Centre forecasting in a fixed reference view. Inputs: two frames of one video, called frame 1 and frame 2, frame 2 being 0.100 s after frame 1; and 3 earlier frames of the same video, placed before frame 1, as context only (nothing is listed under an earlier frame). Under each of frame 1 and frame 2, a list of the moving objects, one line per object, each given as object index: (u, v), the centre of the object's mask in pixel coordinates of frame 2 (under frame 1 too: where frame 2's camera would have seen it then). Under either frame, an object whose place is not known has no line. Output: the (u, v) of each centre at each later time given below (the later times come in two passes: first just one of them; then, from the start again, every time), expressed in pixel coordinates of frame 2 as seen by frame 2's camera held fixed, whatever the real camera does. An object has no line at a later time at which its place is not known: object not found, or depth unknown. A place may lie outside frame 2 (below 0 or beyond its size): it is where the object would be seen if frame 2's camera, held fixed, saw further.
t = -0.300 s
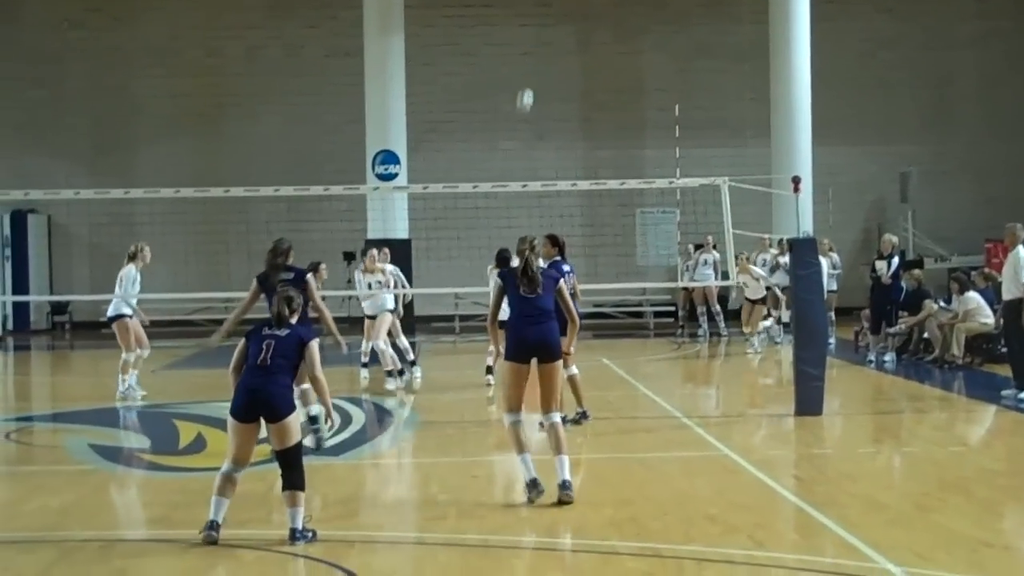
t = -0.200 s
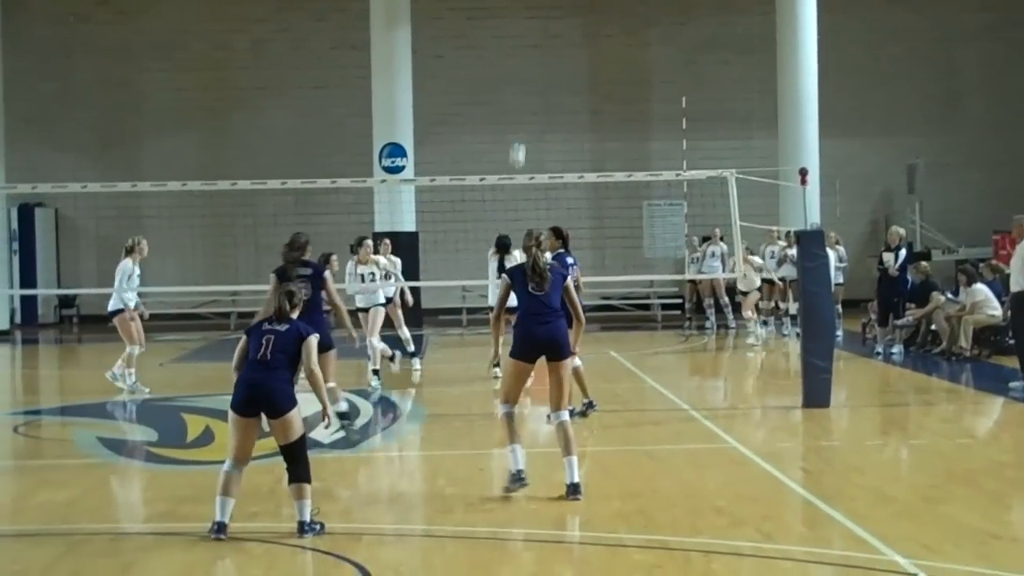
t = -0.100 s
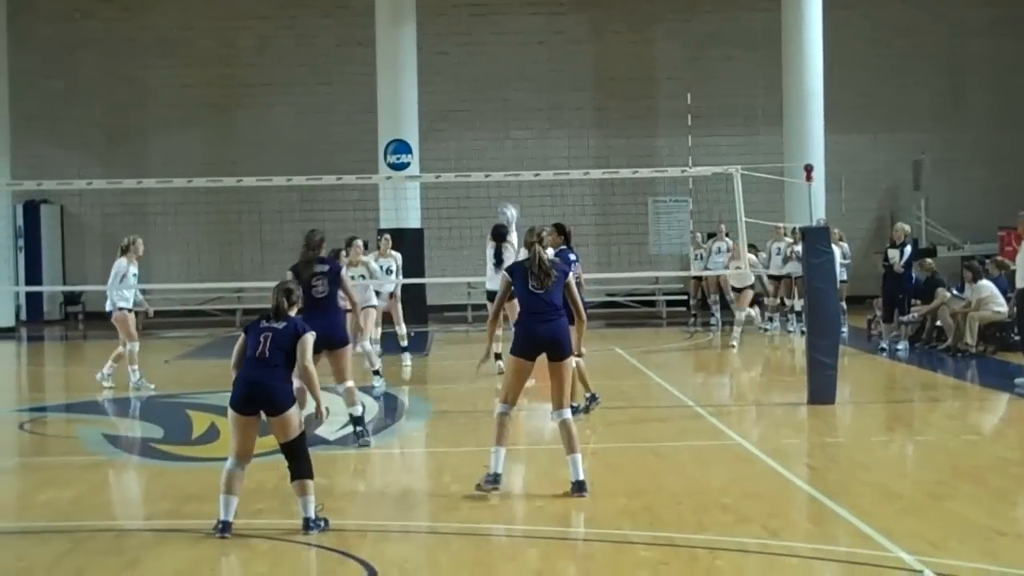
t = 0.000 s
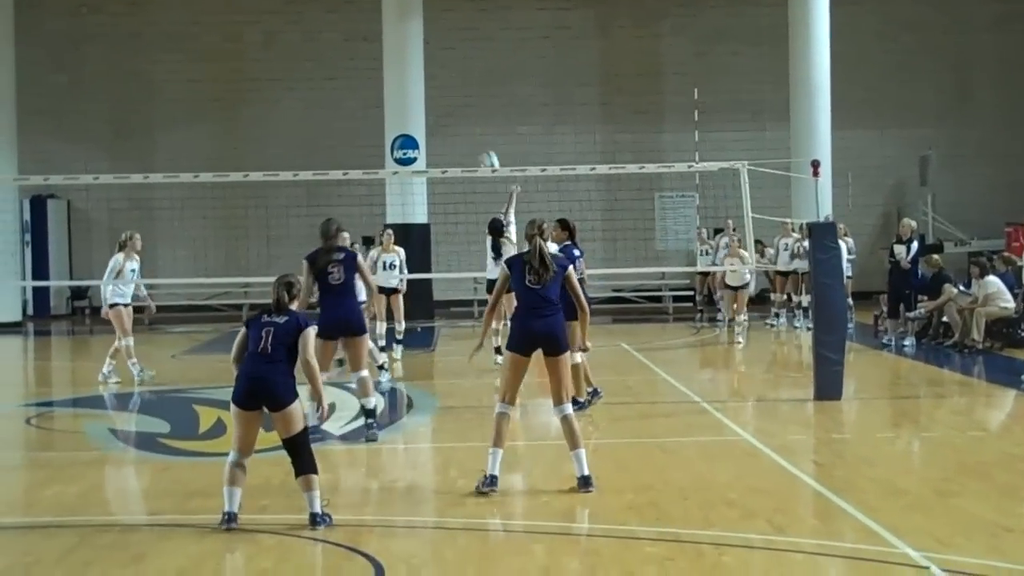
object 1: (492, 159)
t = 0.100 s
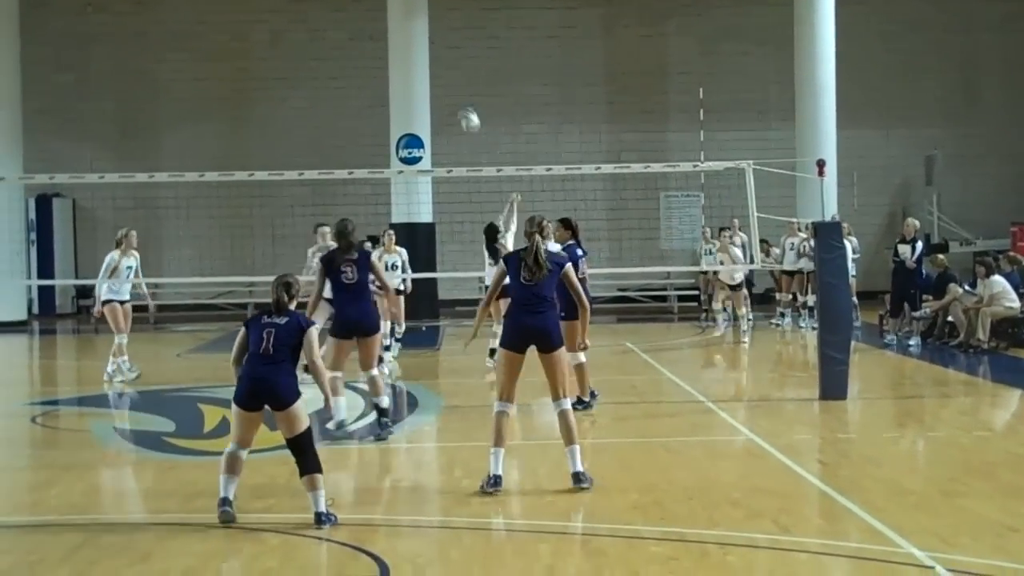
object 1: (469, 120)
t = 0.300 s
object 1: (420, 61)
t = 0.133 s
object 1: (461, 108)
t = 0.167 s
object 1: (453, 96)
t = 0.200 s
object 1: (444, 86)
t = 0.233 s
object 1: (437, 76)
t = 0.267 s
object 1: (428, 69)
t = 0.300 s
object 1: (420, 61)
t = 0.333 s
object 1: (412, 50)
